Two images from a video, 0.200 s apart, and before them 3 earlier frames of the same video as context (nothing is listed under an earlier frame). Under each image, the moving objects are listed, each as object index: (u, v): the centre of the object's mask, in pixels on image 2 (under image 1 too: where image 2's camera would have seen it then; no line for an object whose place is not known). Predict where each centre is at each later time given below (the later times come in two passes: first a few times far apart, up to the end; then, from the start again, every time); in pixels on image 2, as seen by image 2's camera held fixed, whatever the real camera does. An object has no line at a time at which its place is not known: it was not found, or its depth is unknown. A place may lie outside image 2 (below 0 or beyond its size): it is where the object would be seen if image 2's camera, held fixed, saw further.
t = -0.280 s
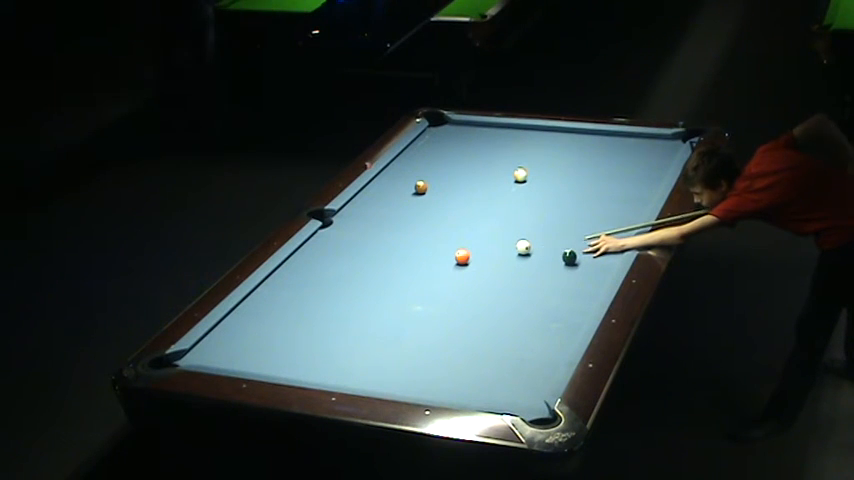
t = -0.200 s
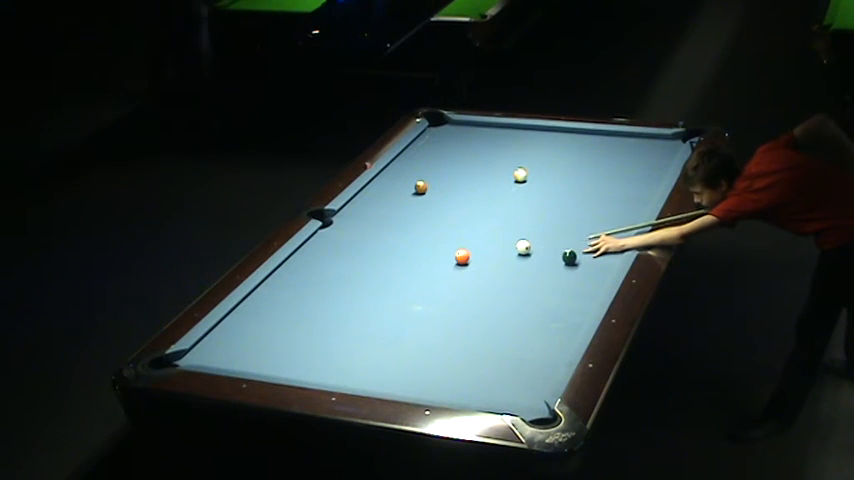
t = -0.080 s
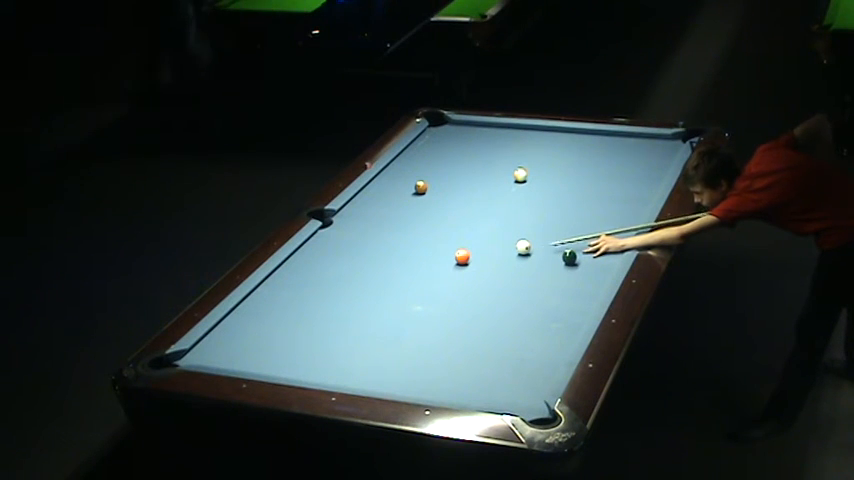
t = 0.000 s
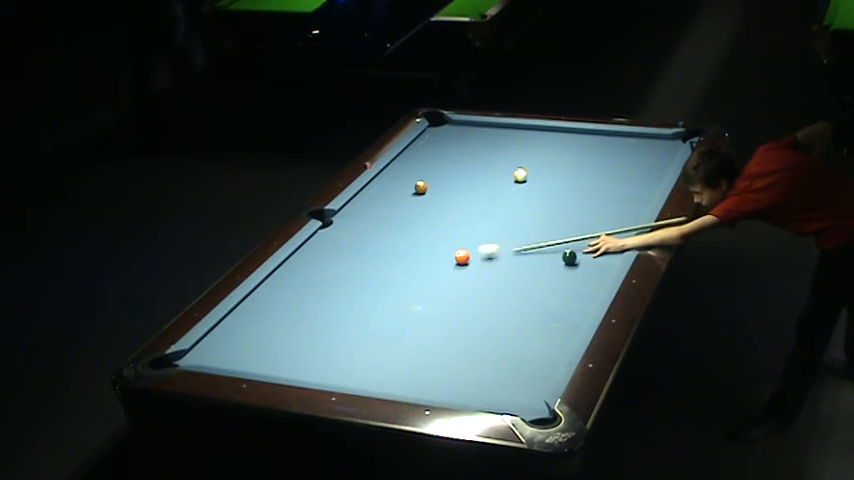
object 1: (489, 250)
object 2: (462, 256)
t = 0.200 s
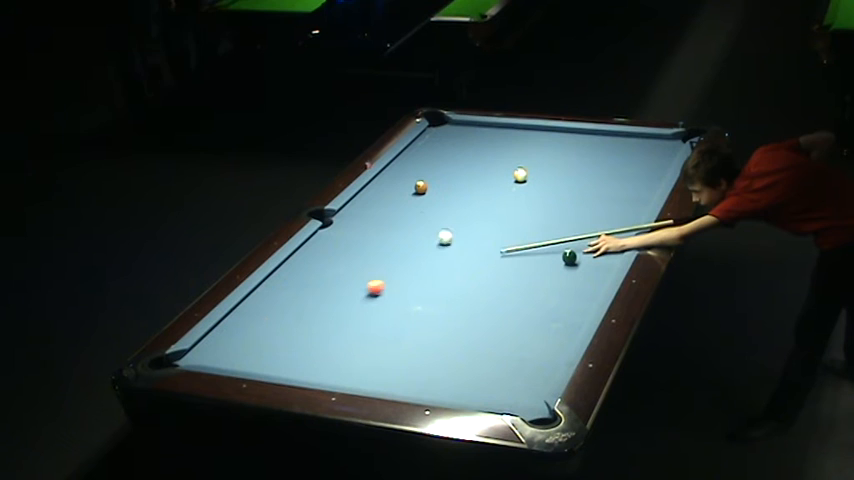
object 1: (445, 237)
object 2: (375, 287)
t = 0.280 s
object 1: (437, 231)
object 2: (340, 300)
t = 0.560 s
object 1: (411, 213)
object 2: (215, 344)
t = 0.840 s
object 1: (387, 197)
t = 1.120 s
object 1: (378, 183)
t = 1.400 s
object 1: (410, 171)
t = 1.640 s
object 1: (437, 163)
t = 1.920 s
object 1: (465, 154)
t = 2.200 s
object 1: (491, 145)
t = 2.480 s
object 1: (516, 137)
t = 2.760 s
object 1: (539, 130)
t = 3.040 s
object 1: (550, 132)
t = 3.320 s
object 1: (558, 138)
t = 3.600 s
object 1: (566, 143)
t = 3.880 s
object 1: (572, 147)
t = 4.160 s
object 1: (578, 152)
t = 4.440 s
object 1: (584, 156)
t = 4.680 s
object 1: (589, 159)
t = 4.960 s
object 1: (594, 162)
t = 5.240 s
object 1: (598, 165)
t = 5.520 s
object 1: (602, 168)
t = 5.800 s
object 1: (605, 169)
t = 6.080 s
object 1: (608, 171)
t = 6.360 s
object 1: (610, 173)
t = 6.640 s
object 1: (613, 174)
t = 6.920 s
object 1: (613, 174)
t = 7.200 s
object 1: (613, 174)
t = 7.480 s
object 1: (613, 174)
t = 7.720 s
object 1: (613, 174)
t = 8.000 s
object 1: (613, 174)
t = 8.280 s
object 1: (613, 174)
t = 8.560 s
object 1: (613, 174)
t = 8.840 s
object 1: (613, 174)
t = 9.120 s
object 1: (613, 174)
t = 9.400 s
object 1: (613, 174)
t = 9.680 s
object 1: (613, 174)
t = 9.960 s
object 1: (613, 174)
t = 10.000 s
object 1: (613, 174)
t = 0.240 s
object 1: (441, 234)
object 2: (357, 293)
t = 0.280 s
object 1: (437, 231)
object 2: (340, 300)
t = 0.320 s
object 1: (433, 229)
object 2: (324, 305)
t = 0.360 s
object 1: (429, 226)
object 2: (305, 312)
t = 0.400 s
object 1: (425, 223)
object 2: (288, 318)
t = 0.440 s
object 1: (421, 221)
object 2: (270, 324)
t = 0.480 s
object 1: (418, 218)
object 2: (251, 331)
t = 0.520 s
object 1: (414, 216)
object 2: (233, 337)
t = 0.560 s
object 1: (411, 213)
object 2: (215, 344)
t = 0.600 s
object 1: (407, 211)
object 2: (197, 350)
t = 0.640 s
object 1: (403, 208)
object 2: (186, 357)
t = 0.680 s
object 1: (400, 206)
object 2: (176, 364)
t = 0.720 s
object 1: (397, 203)
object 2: (170, 366)
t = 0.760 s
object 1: (393, 201)
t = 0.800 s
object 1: (390, 199)
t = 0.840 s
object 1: (387, 197)
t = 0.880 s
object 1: (384, 194)
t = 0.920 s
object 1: (380, 192)
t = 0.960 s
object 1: (377, 190)
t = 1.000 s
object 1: (374, 188)
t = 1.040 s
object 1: (371, 186)
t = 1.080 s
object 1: (373, 184)
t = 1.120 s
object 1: (378, 183)
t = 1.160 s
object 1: (383, 181)
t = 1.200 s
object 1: (387, 179)
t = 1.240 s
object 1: (392, 178)
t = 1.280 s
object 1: (397, 176)
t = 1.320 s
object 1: (401, 175)
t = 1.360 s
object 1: (406, 173)
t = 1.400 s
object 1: (410, 171)
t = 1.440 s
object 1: (415, 170)
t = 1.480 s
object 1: (419, 168)
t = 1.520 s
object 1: (424, 168)
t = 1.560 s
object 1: (428, 166)
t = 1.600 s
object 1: (432, 165)
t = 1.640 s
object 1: (437, 163)
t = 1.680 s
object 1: (441, 162)
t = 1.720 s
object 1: (445, 160)
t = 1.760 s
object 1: (449, 159)
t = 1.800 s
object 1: (453, 158)
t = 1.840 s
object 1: (457, 156)
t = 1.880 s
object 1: (461, 155)
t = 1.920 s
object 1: (465, 154)
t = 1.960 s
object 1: (468, 153)
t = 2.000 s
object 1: (472, 151)
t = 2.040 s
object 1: (476, 150)
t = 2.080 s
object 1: (480, 149)
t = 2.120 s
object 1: (484, 147)
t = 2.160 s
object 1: (487, 146)
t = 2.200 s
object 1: (491, 145)
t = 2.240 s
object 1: (495, 144)
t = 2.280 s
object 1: (498, 143)
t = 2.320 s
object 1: (502, 142)
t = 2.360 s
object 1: (505, 140)
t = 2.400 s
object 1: (509, 139)
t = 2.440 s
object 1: (512, 138)
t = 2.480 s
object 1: (516, 137)
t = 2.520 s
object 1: (519, 136)
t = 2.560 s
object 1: (522, 135)
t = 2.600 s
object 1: (526, 134)
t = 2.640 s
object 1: (529, 133)
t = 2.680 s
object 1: (533, 132)
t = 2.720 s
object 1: (536, 131)
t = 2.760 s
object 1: (539, 130)
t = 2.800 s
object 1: (542, 129)
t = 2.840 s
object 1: (545, 128)
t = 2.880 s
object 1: (546, 129)
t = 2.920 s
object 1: (547, 130)
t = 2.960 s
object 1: (548, 131)
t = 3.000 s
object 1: (549, 132)
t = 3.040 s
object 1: (550, 132)
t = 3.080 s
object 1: (551, 133)
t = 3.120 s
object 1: (553, 134)
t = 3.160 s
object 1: (554, 135)
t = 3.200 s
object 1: (555, 135)
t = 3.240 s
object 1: (556, 136)
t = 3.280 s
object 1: (557, 137)
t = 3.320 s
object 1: (558, 138)
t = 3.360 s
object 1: (559, 138)
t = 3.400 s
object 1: (560, 139)
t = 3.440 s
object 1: (561, 140)
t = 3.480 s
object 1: (562, 140)
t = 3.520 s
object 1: (563, 142)
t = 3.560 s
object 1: (564, 142)
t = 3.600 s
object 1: (566, 143)
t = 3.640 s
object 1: (566, 143)
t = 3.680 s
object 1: (567, 144)
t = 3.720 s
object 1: (568, 144)
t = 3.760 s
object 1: (569, 145)
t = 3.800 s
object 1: (570, 146)
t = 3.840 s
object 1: (571, 146)
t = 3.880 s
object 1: (572, 147)
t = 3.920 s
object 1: (573, 147)
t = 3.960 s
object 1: (574, 149)
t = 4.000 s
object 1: (575, 149)
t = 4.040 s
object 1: (576, 150)
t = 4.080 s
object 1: (577, 151)
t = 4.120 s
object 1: (577, 151)
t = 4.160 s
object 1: (578, 152)
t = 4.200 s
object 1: (579, 152)
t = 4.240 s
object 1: (580, 153)
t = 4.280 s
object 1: (581, 154)
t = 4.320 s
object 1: (582, 154)
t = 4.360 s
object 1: (582, 155)
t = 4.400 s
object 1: (583, 155)
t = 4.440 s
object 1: (584, 156)
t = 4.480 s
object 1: (585, 157)
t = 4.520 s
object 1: (586, 157)
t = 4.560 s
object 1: (587, 158)
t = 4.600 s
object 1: (587, 158)
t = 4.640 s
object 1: (588, 159)
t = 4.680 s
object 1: (589, 159)
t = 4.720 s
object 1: (589, 159)
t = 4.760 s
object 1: (590, 160)
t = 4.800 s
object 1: (591, 161)
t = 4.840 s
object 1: (592, 161)
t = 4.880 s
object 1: (592, 162)
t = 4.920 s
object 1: (593, 162)
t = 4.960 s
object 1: (594, 162)
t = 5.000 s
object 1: (594, 163)
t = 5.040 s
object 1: (595, 163)
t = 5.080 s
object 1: (595, 164)
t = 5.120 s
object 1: (596, 164)
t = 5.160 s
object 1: (597, 165)
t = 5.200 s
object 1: (597, 165)
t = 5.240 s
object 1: (598, 165)
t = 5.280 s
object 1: (598, 166)
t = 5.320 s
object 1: (599, 166)
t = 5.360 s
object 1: (600, 166)
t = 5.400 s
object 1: (600, 167)
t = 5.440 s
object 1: (601, 167)
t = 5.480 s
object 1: (602, 167)
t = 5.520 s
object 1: (602, 168)
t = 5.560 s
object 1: (603, 168)
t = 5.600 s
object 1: (603, 168)
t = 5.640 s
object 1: (603, 169)
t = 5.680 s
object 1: (604, 169)
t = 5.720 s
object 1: (604, 169)
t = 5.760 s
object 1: (605, 169)
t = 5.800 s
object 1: (605, 169)
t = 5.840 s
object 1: (605, 170)
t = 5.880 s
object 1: (606, 170)
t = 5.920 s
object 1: (606, 170)
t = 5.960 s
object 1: (607, 170)
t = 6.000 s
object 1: (607, 171)
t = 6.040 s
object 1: (608, 171)
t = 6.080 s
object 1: (608, 171)
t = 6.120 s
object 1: (608, 171)
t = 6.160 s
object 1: (609, 172)
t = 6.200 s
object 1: (609, 172)
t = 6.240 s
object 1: (610, 172)
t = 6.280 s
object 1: (610, 172)
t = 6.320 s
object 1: (610, 173)
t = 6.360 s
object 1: (610, 173)
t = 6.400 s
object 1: (611, 173)
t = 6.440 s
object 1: (611, 173)
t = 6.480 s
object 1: (611, 173)
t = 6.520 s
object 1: (612, 173)
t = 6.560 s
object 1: (612, 174)
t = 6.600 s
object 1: (612, 174)
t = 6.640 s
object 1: (613, 174)
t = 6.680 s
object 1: (613, 174)
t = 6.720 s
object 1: (613, 174)
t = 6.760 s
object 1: (613, 174)
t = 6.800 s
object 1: (613, 174)
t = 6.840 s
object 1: (613, 174)
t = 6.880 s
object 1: (613, 174)
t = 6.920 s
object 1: (613, 174)
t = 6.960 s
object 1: (613, 174)
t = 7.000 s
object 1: (613, 174)
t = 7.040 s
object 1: (613, 174)
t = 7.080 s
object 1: (613, 174)
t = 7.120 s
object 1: (613, 174)
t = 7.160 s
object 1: (613, 174)
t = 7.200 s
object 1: (613, 174)
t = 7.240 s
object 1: (613, 174)
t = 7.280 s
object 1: (613, 174)
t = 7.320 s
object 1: (613, 174)
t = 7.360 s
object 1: (613, 174)
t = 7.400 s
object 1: (613, 174)
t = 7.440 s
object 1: (613, 174)
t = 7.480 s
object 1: (613, 174)
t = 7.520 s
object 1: (613, 174)
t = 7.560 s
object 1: (613, 174)
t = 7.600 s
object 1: (613, 174)
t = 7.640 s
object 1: (613, 174)
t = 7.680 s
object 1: (613, 174)
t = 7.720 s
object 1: (613, 174)
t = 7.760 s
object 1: (613, 174)
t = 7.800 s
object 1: (613, 175)
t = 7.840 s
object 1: (613, 175)
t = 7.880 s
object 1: (613, 174)
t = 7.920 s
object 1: (613, 174)
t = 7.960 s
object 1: (613, 174)
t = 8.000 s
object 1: (613, 174)
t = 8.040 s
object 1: (613, 174)
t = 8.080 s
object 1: (613, 174)
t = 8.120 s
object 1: (613, 174)
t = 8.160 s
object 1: (613, 174)
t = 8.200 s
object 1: (613, 174)
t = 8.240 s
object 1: (613, 174)
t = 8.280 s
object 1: (613, 174)
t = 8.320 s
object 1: (613, 174)
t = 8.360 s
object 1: (613, 174)
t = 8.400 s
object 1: (613, 174)
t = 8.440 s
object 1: (613, 174)
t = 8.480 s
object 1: (613, 174)
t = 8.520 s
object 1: (613, 174)
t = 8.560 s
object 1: (613, 174)
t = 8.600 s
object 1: (613, 174)
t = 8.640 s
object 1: (613, 174)
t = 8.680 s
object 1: (613, 174)
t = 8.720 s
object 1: (613, 174)
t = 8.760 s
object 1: (613, 174)
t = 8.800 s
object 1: (613, 174)
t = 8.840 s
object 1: (613, 174)
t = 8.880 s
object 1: (613, 174)
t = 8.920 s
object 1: (613, 174)
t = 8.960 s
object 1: (613, 174)
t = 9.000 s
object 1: (613, 174)
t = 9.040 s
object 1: (613, 174)
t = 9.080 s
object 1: (613, 174)
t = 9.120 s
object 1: (613, 174)
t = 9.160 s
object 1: (613, 174)
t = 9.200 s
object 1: (613, 174)
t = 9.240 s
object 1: (613, 174)
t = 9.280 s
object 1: (613, 174)
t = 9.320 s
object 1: (613, 174)
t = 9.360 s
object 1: (613, 174)
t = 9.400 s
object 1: (613, 174)
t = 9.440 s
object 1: (613, 174)
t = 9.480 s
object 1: (613, 174)
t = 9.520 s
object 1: (613, 174)
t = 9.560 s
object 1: (613, 174)
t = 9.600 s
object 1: (613, 174)
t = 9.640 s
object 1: (613, 174)
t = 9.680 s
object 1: (613, 174)
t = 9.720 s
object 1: (613, 174)
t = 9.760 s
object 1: (613, 174)
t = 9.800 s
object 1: (613, 174)
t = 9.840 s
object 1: (613, 174)
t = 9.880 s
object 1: (613, 174)
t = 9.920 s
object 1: (613, 174)
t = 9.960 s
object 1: (613, 174)
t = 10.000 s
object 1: (613, 174)
